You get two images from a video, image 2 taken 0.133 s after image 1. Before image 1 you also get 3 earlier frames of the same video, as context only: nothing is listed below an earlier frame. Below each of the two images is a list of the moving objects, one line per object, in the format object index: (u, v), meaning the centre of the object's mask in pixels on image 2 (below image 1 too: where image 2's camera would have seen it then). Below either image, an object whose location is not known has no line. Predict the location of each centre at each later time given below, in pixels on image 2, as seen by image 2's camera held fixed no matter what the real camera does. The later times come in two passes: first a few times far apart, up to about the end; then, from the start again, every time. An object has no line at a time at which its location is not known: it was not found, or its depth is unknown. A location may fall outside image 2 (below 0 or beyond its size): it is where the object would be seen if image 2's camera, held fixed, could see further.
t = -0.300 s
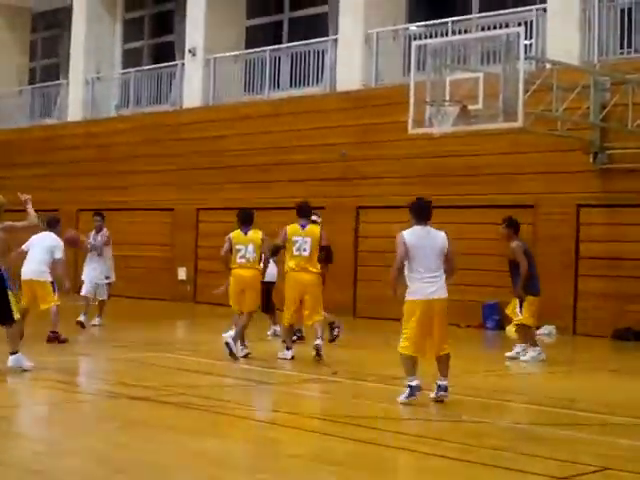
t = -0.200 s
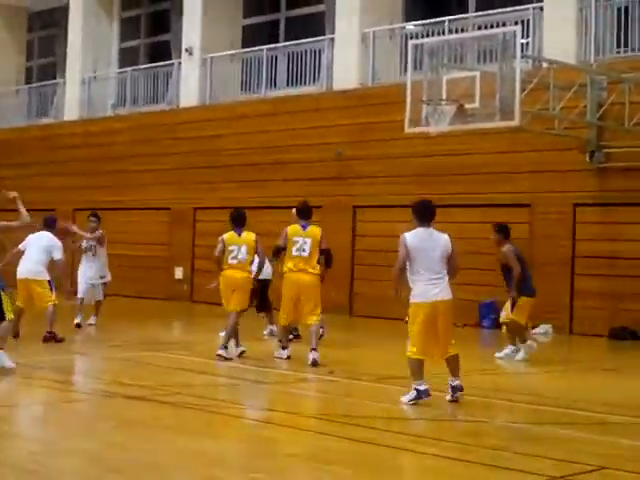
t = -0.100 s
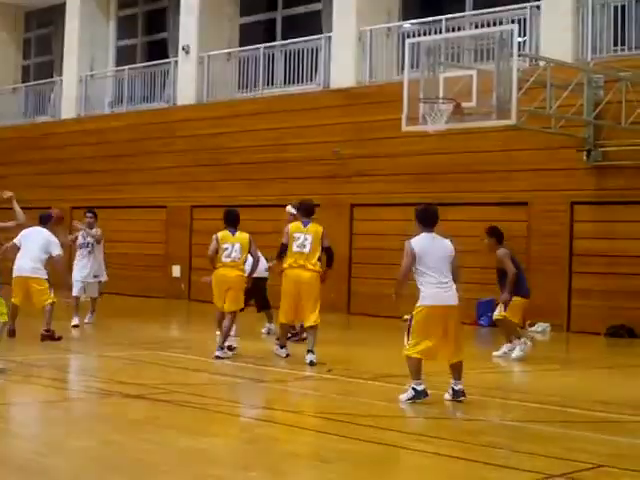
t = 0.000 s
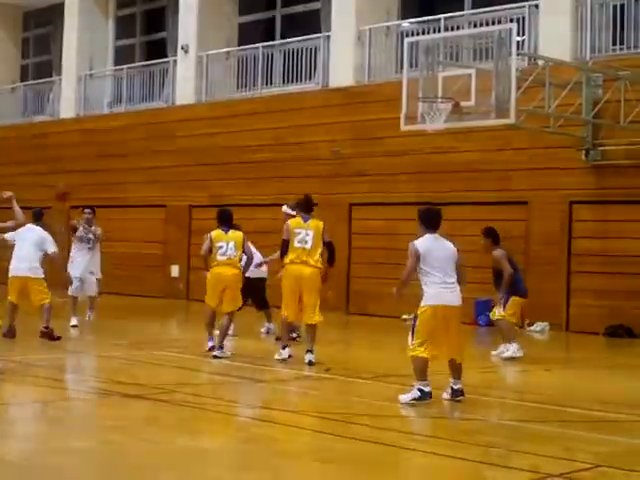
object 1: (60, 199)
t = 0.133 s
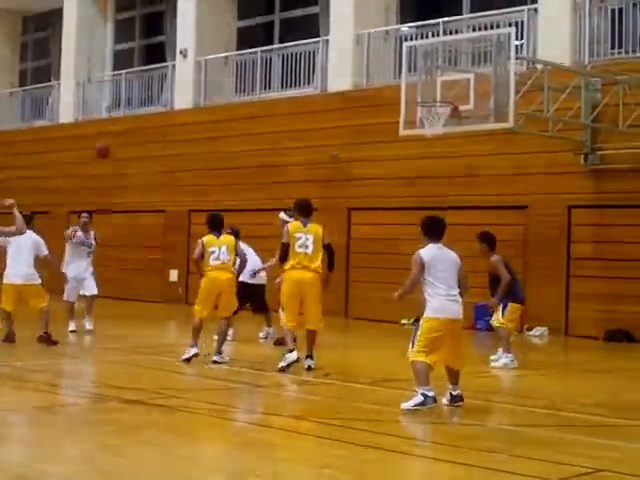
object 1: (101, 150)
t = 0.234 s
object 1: (137, 121)
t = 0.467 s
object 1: (228, 72)
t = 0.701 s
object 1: (342, 58)
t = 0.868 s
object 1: (445, 84)
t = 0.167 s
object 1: (112, 140)
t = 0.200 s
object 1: (124, 132)
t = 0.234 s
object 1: (137, 121)
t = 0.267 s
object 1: (149, 113)
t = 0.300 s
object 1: (160, 103)
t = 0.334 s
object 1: (173, 97)
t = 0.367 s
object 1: (187, 89)
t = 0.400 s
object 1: (200, 82)
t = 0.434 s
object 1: (214, 76)
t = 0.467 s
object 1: (228, 72)
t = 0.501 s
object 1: (242, 67)
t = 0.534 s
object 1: (259, 64)
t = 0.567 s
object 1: (275, 60)
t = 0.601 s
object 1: (291, 57)
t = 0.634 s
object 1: (308, 56)
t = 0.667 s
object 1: (325, 58)
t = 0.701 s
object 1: (342, 58)
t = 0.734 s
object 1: (361, 60)
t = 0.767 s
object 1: (381, 64)
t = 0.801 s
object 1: (401, 69)
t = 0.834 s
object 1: (423, 76)
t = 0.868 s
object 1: (445, 84)
